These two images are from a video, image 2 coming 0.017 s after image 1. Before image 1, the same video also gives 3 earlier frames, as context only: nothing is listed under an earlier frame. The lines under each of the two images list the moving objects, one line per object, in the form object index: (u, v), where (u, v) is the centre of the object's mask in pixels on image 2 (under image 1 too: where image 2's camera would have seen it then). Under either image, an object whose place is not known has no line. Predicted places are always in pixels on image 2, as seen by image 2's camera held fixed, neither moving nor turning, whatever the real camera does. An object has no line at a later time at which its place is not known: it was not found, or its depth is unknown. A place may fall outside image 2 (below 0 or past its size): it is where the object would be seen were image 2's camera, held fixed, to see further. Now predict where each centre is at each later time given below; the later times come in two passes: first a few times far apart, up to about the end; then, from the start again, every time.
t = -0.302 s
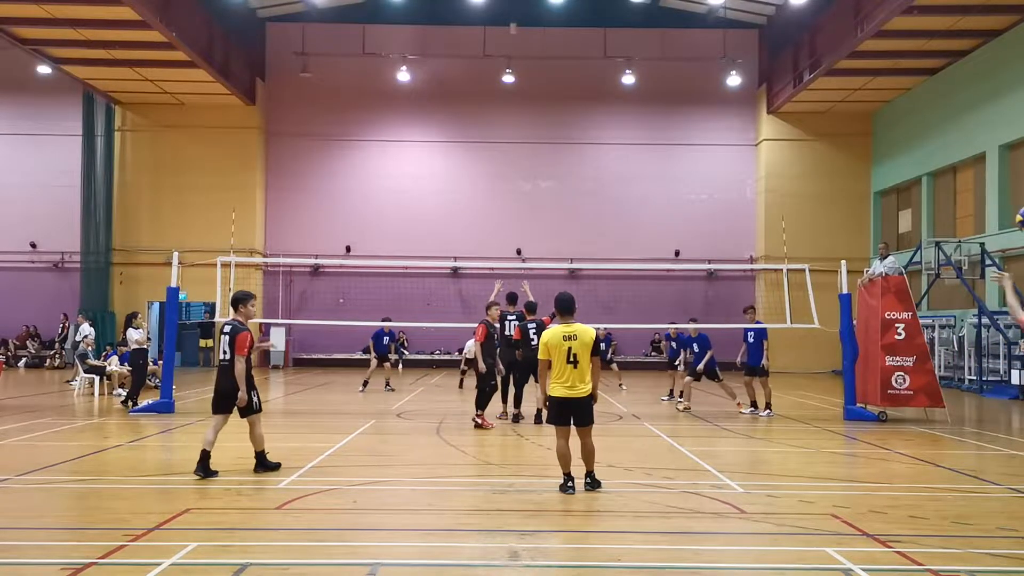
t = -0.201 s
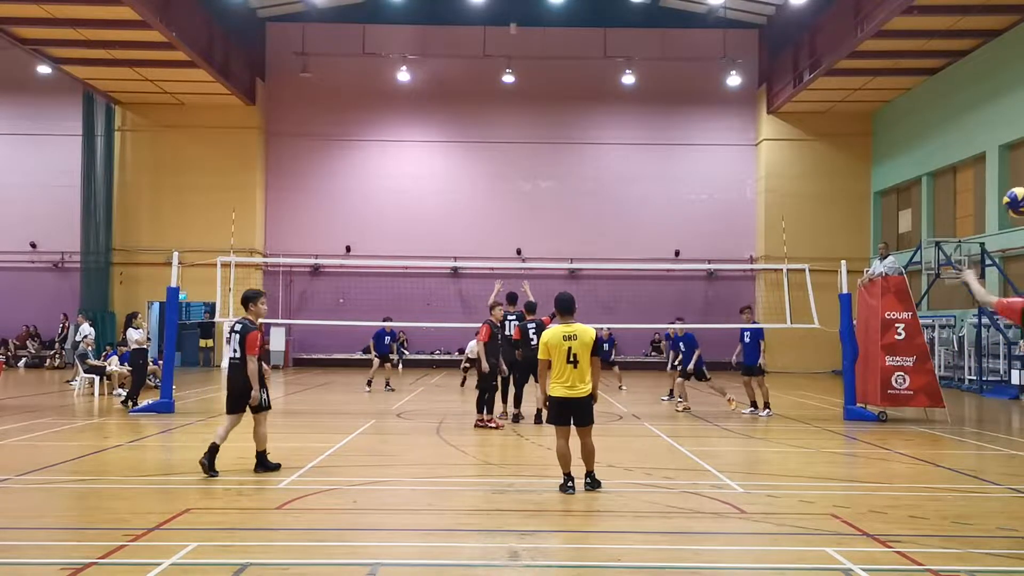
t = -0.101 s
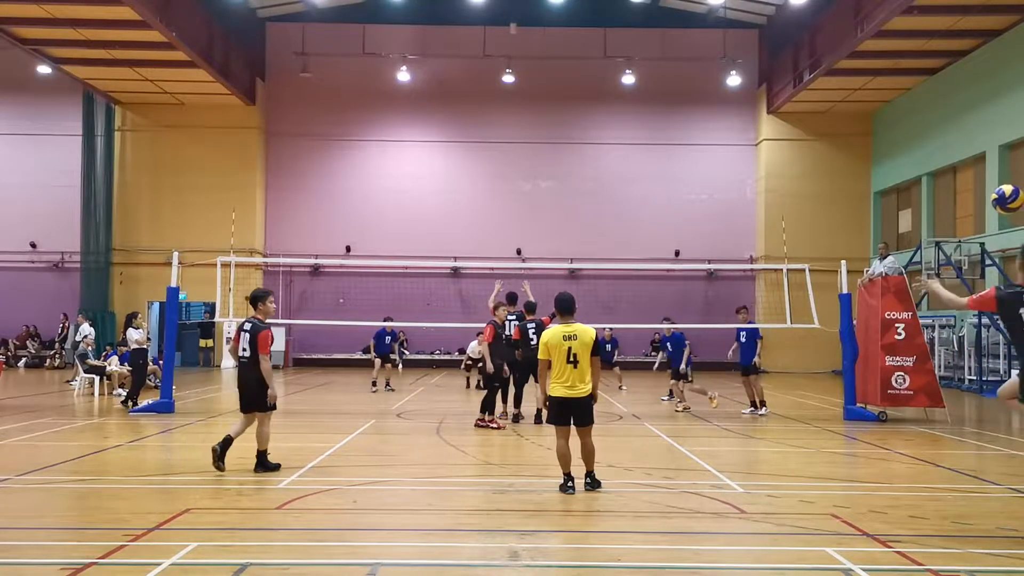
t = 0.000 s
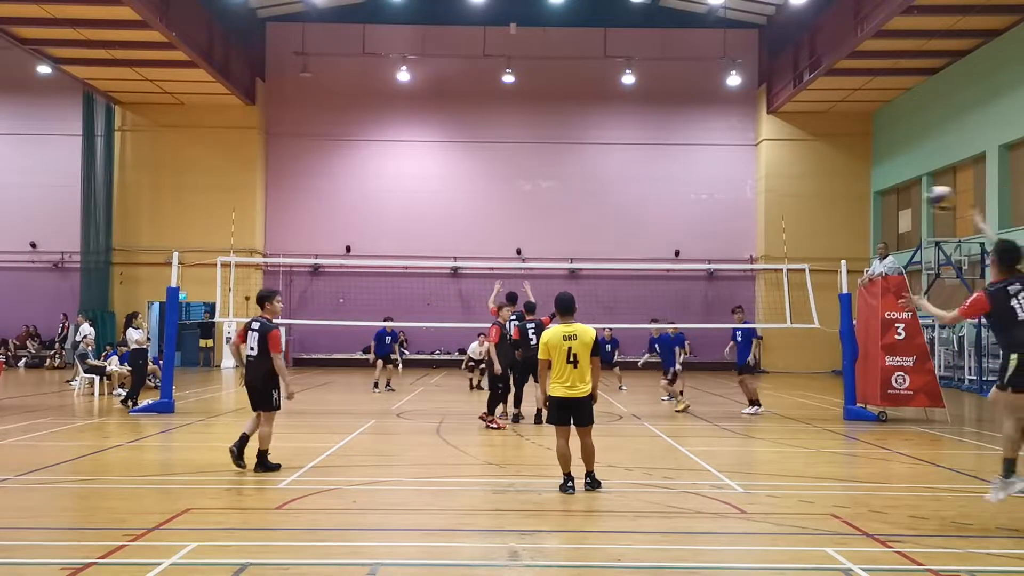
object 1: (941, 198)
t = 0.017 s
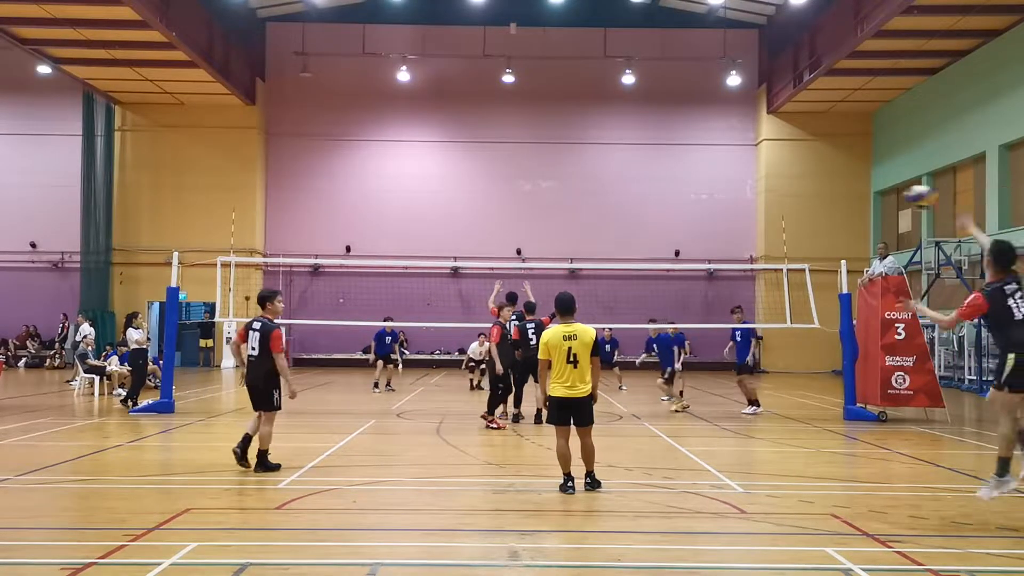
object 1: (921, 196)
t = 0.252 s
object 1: (731, 214)
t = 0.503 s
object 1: (638, 262)
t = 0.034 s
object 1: (901, 195)
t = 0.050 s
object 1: (882, 195)
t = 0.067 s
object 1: (865, 195)
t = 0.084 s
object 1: (848, 195)
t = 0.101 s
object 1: (833, 195)
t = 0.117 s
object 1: (819, 196)
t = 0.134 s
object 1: (806, 197)
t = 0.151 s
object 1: (793, 199)
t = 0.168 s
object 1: (781, 201)
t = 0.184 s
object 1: (770, 203)
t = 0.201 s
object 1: (760, 205)
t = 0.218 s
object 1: (750, 208)
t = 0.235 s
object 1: (741, 211)
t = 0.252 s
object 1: (731, 214)
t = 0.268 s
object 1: (723, 217)
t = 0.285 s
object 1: (715, 220)
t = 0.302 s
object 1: (707, 223)
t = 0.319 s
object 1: (701, 226)
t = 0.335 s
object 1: (694, 229)
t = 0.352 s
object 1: (687, 232)
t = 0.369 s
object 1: (681, 235)
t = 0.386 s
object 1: (675, 238)
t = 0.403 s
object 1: (669, 241)
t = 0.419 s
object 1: (664, 245)
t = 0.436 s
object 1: (658, 248)
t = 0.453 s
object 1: (654, 251)
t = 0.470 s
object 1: (649, 254)
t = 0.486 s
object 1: (644, 258)
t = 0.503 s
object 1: (638, 262)
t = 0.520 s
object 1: (635, 265)
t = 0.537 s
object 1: (633, 265)
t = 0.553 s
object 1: (631, 266)
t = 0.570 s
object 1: (630, 266)
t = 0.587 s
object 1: (628, 266)
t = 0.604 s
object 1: (627, 265)
